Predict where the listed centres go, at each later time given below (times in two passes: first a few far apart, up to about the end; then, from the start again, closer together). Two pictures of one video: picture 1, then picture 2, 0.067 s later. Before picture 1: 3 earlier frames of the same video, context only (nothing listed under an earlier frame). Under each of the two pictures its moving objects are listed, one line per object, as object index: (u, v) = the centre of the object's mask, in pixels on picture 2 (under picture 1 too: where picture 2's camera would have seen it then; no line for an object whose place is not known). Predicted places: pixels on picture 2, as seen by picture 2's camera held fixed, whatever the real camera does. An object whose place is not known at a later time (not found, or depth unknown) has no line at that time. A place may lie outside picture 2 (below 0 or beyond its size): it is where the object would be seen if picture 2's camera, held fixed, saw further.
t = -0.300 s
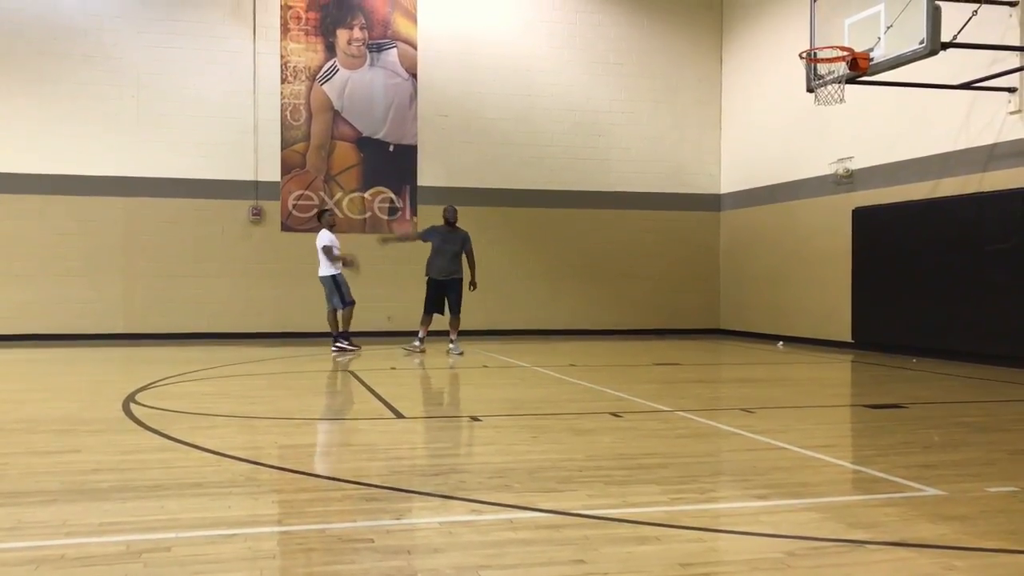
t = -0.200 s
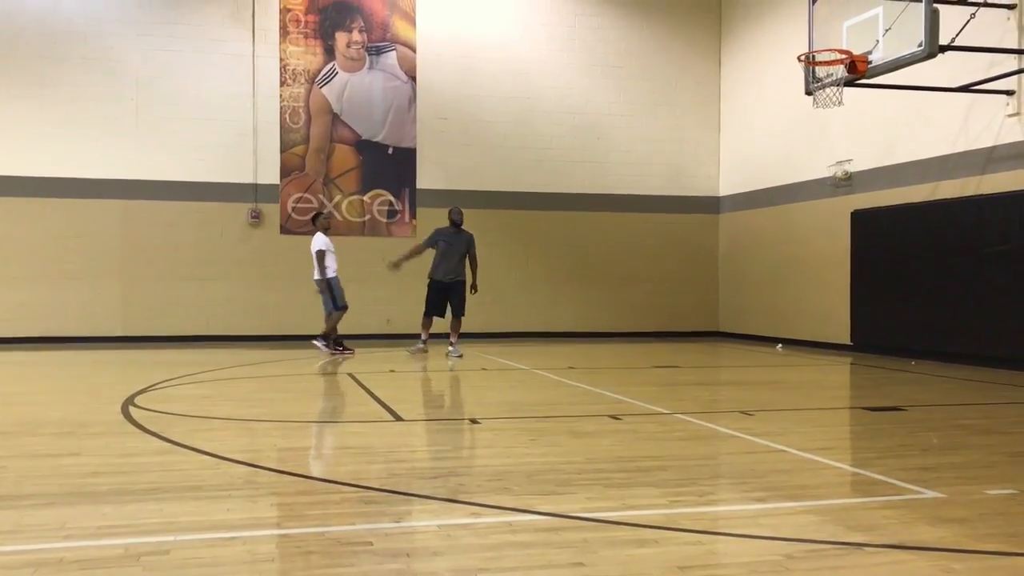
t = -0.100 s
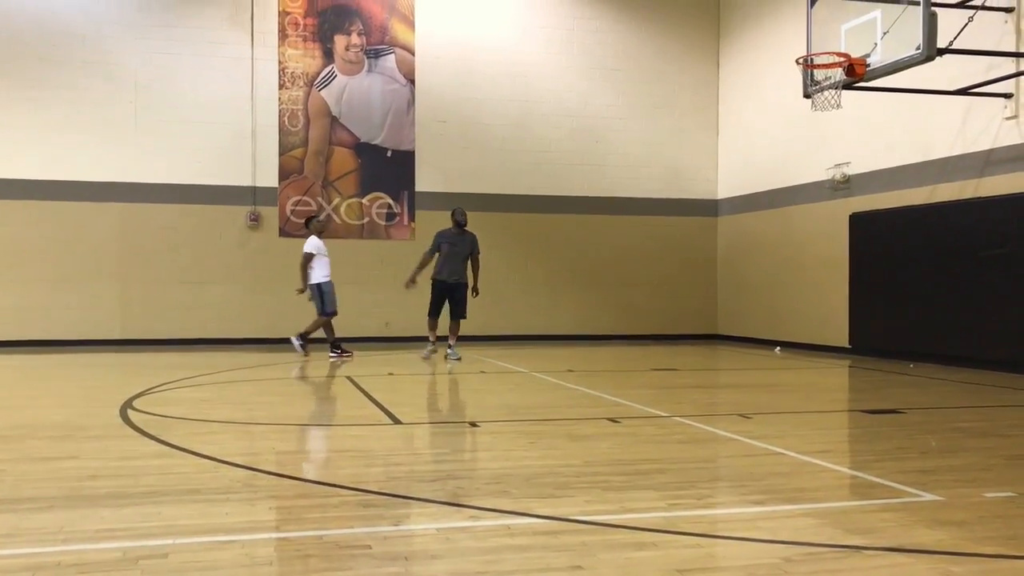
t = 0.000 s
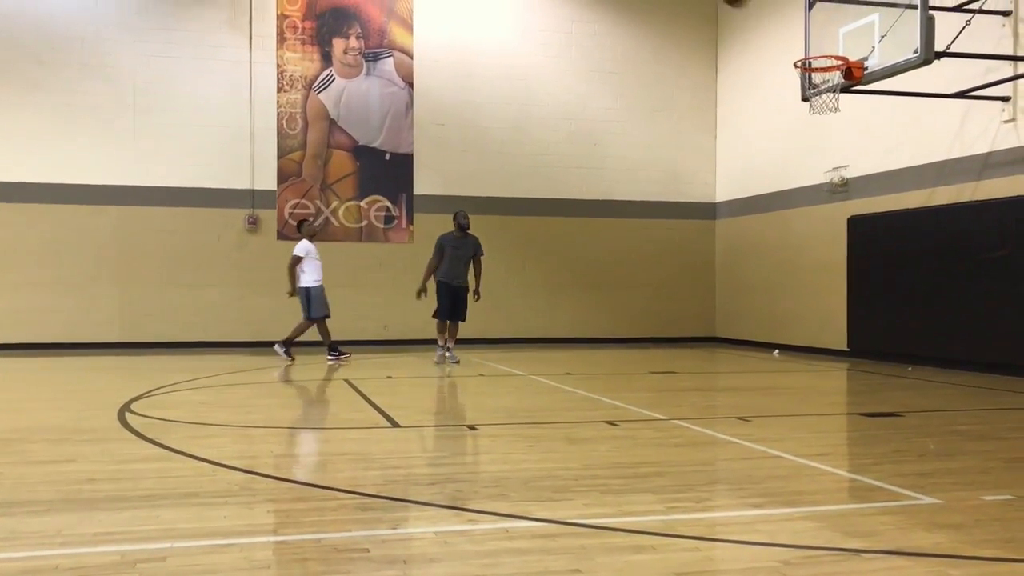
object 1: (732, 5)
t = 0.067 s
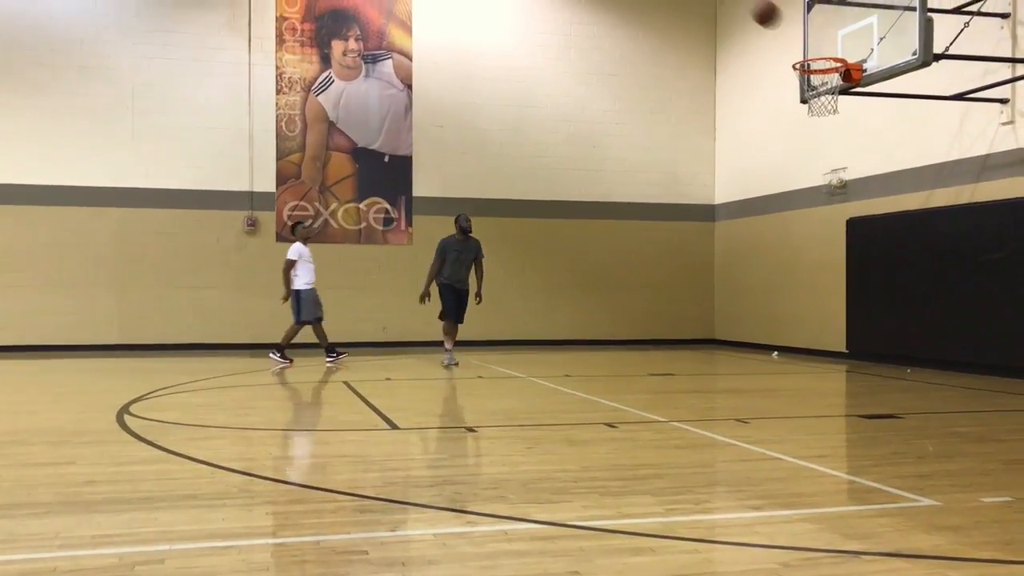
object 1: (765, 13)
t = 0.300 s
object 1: (807, 93)
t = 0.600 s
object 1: (784, 100)
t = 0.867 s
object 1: (767, 180)
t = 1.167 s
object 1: (748, 356)
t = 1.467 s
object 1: (748, 263)
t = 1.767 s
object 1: (750, 220)
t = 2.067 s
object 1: (751, 264)
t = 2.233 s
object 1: (751, 328)
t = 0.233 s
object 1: (820, 79)
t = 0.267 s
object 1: (813, 92)
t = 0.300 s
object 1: (807, 93)
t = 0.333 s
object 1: (803, 90)
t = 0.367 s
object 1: (800, 87)
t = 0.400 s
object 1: (799, 84)
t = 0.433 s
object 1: (796, 84)
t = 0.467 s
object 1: (793, 86)
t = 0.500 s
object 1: (791, 87)
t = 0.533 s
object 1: (788, 91)
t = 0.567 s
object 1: (786, 96)
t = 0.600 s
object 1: (784, 100)
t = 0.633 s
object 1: (783, 106)
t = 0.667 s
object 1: (780, 114)
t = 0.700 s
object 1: (778, 122)
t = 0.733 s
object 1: (776, 132)
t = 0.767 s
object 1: (774, 143)
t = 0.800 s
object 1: (772, 154)
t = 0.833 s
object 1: (770, 167)
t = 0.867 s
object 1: (767, 180)
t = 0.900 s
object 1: (765, 196)
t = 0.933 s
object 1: (763, 213)
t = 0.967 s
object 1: (761, 229)
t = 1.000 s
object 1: (759, 248)
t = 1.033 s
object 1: (757, 268)
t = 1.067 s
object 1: (755, 286)
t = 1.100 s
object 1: (753, 309)
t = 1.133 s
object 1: (751, 330)
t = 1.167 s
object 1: (748, 356)
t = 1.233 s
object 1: (747, 356)
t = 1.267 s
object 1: (747, 339)
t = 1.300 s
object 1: (748, 324)
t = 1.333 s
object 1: (748, 309)
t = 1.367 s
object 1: (747, 296)
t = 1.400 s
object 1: (748, 283)
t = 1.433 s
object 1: (748, 273)
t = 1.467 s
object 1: (748, 263)
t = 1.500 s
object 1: (748, 254)
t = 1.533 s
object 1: (748, 246)
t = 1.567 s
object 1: (748, 239)
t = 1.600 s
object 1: (749, 233)
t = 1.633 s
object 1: (749, 228)
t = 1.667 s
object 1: (749, 225)
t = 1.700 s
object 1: (750, 222)
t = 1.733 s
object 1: (750, 220)
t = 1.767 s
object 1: (750, 220)
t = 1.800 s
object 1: (750, 220)
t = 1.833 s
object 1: (750, 222)
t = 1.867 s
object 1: (750, 225)
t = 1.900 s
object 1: (751, 229)
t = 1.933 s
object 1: (750, 233)
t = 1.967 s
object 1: (751, 239)
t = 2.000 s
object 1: (751, 246)
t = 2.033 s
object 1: (751, 255)
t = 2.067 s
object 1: (751, 264)
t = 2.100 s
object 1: (751, 275)
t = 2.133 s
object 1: (751, 286)
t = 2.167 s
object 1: (751, 299)
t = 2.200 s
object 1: (752, 313)
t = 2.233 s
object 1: (751, 328)
